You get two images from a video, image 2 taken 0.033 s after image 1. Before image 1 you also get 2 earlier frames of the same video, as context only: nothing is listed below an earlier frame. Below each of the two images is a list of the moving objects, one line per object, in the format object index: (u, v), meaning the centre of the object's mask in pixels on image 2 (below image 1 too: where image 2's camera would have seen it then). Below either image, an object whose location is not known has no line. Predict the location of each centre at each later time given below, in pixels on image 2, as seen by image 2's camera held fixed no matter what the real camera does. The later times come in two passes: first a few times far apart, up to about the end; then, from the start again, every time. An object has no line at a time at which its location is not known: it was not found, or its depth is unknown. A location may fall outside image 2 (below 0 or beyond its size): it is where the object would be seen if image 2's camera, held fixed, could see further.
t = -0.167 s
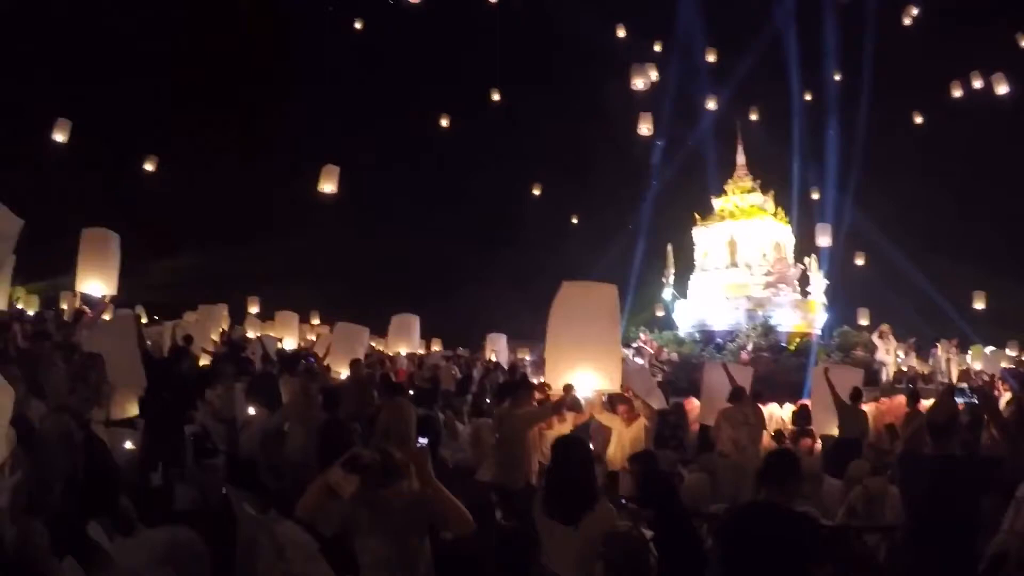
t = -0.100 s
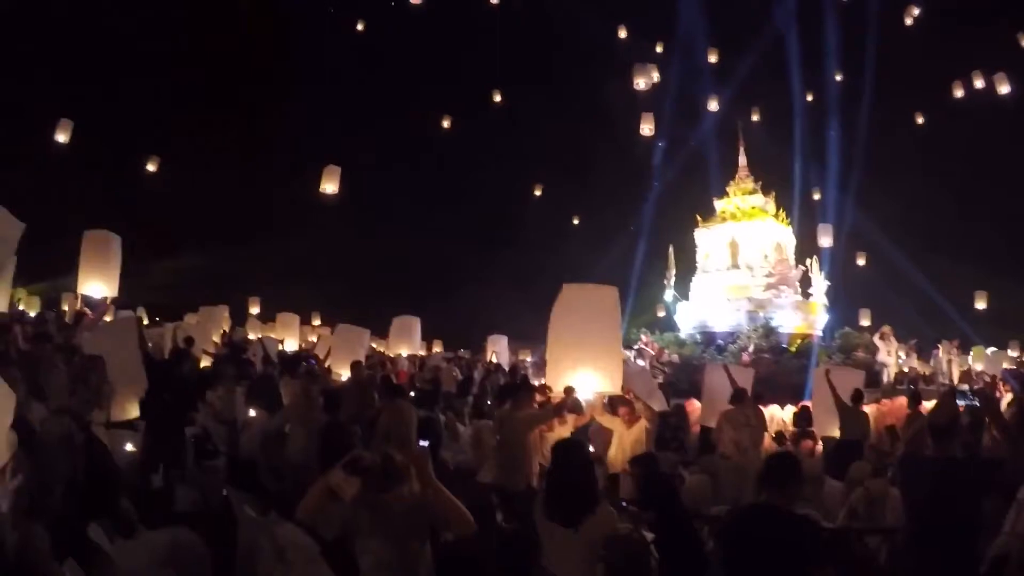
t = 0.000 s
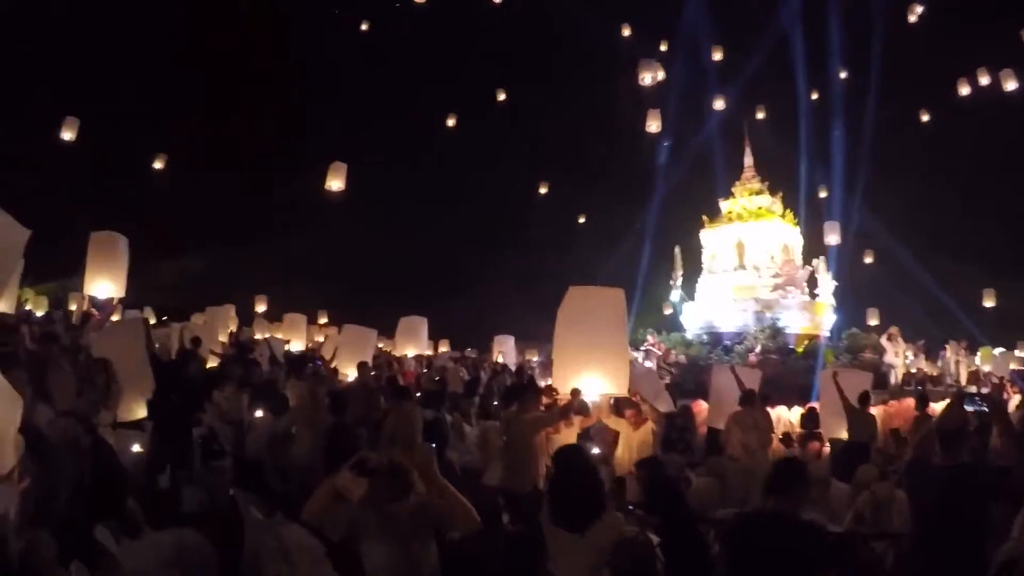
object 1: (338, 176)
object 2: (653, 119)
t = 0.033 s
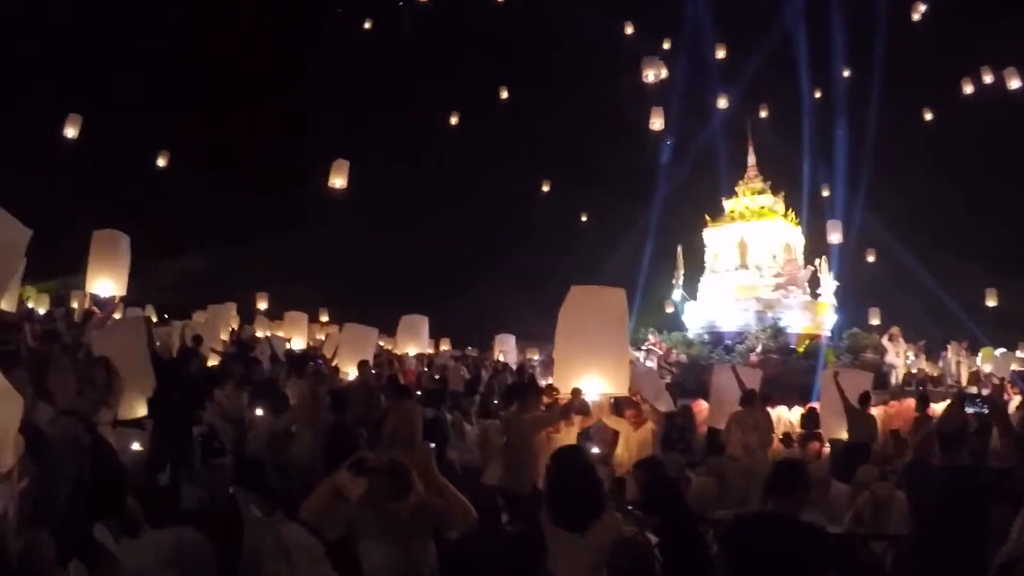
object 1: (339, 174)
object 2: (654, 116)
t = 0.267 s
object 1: (338, 164)
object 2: (655, 107)
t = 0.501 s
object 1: (339, 155)
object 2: (656, 98)
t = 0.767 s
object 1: (339, 145)
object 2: (658, 88)
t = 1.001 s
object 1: (340, 134)
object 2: (660, 76)
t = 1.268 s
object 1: (340, 122)
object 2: (661, 65)
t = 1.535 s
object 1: (341, 108)
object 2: (663, 54)
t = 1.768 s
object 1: (342, 96)
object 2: (662, 43)
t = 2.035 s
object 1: (344, 83)
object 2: (661, 33)
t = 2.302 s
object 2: (660, 22)
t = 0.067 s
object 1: (339, 172)
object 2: (654, 115)
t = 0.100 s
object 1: (338, 171)
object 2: (653, 114)
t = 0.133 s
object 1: (338, 170)
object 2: (654, 113)
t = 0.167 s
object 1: (338, 168)
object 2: (655, 112)
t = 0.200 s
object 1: (337, 167)
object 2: (654, 110)
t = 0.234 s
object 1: (337, 165)
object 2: (654, 109)
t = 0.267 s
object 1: (338, 164)
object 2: (655, 107)
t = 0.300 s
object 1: (337, 163)
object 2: (653, 106)
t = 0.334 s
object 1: (338, 161)
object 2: (654, 104)
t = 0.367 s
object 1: (338, 160)
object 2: (655, 103)
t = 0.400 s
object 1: (338, 159)
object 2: (655, 101)
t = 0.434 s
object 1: (339, 157)
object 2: (657, 100)
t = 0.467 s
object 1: (339, 156)
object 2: (657, 99)
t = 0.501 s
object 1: (339, 155)
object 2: (656, 98)
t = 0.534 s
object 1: (340, 154)
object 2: (657, 96)
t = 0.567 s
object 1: (340, 152)
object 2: (658, 94)
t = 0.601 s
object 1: (338, 151)
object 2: (657, 94)
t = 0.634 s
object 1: (338, 150)
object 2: (656, 93)
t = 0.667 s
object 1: (339, 149)
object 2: (657, 91)
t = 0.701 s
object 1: (338, 147)
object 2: (657, 90)
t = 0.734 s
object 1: (339, 146)
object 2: (657, 89)
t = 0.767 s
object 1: (339, 145)
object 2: (658, 88)
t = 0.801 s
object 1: (338, 143)
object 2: (657, 85)
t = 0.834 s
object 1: (339, 142)
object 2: (658, 84)
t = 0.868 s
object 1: (340, 140)
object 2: (659, 82)
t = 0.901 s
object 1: (340, 138)
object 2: (659, 80)
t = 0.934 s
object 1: (340, 137)
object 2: (660, 79)
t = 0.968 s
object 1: (341, 136)
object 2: (661, 77)
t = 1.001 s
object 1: (340, 134)
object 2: (660, 76)
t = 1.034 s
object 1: (340, 133)
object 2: (660, 75)
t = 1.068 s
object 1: (340, 132)
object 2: (661, 74)
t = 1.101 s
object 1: (340, 130)
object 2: (660, 73)
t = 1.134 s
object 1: (339, 129)
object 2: (660, 71)
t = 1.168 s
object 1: (340, 127)
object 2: (661, 70)
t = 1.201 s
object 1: (340, 125)
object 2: (662, 68)
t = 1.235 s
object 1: (339, 123)
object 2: (661, 67)
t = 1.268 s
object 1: (340, 122)
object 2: (661, 65)
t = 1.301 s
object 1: (340, 120)
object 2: (662, 64)
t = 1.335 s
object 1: (340, 118)
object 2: (661, 63)
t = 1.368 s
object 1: (340, 116)
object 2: (662, 61)
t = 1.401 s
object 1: (341, 115)
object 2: (663, 59)
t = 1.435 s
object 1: (340, 113)
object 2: (662, 58)
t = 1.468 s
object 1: (339, 112)
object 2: (661, 57)
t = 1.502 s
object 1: (341, 110)
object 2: (662, 55)
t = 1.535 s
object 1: (341, 108)
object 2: (663, 54)
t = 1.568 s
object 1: (340, 106)
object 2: (662, 53)
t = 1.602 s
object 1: (341, 105)
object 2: (662, 51)
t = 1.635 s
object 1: (341, 103)
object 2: (663, 50)
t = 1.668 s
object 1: (341, 101)
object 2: (662, 48)
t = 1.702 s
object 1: (341, 99)
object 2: (662, 47)
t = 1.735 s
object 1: (342, 98)
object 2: (662, 45)
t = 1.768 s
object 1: (342, 96)
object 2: (662, 43)
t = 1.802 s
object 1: (342, 93)
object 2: (662, 42)
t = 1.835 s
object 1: (342, 92)
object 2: (662, 41)
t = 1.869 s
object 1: (342, 91)
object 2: (662, 40)
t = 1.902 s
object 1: (342, 89)
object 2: (661, 39)
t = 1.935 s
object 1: (343, 88)
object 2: (661, 38)
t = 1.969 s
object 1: (343, 86)
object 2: (661, 36)
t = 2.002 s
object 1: (343, 84)
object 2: (661, 35)
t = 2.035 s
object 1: (344, 83)
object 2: (661, 33)
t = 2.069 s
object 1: (344, 81)
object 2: (661, 32)
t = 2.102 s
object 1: (344, 80)
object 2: (660, 31)
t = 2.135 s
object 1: (345, 78)
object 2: (661, 29)
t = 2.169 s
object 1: (345, 76)
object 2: (661, 28)
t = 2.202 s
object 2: (660, 26)
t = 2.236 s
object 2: (661, 25)
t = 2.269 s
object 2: (661, 23)
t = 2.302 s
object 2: (660, 22)
